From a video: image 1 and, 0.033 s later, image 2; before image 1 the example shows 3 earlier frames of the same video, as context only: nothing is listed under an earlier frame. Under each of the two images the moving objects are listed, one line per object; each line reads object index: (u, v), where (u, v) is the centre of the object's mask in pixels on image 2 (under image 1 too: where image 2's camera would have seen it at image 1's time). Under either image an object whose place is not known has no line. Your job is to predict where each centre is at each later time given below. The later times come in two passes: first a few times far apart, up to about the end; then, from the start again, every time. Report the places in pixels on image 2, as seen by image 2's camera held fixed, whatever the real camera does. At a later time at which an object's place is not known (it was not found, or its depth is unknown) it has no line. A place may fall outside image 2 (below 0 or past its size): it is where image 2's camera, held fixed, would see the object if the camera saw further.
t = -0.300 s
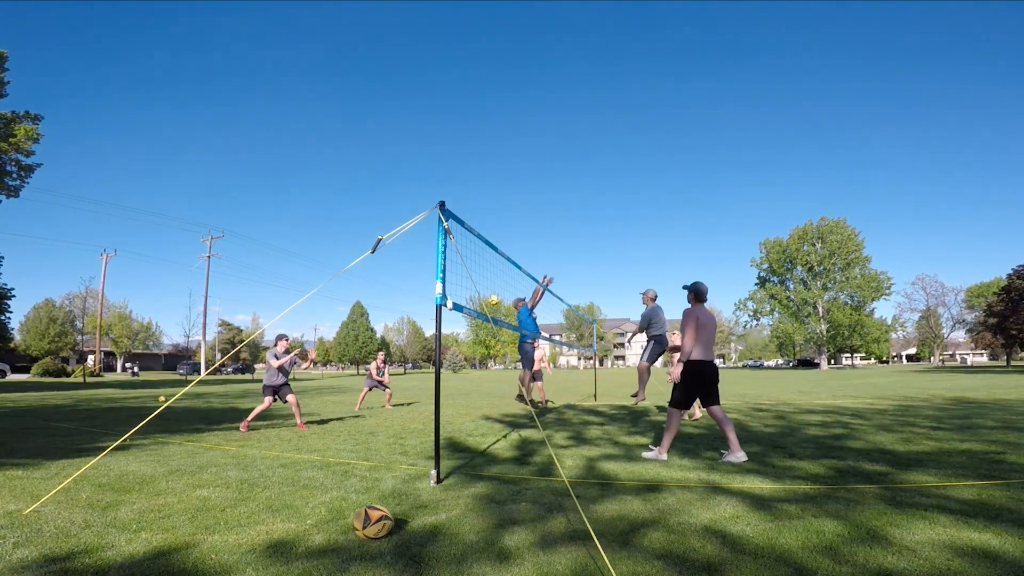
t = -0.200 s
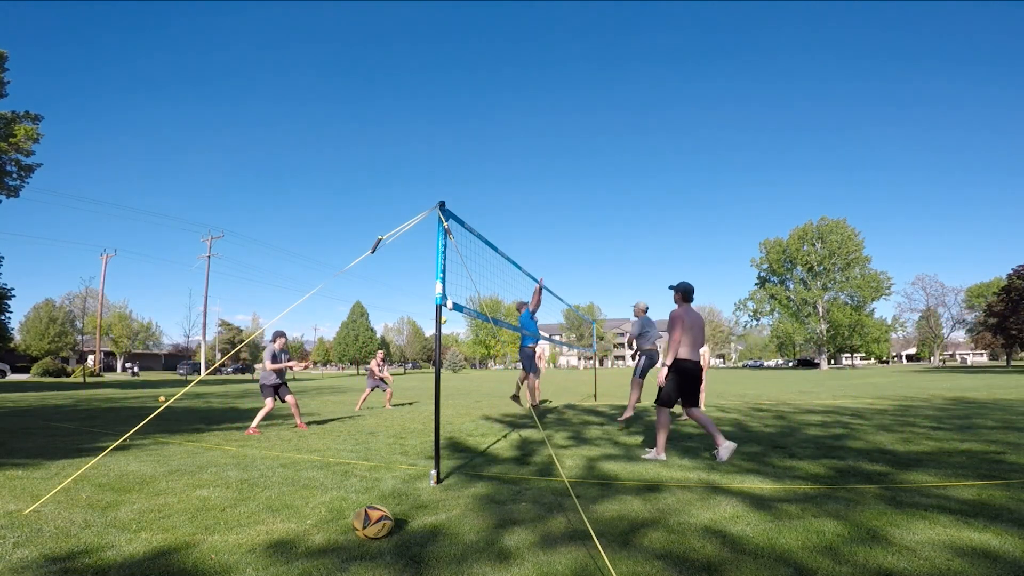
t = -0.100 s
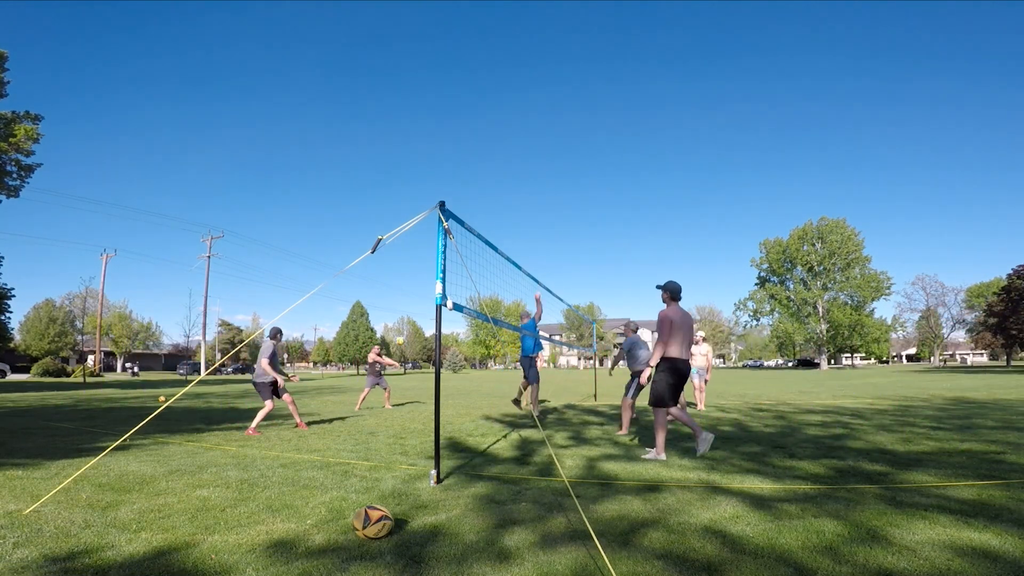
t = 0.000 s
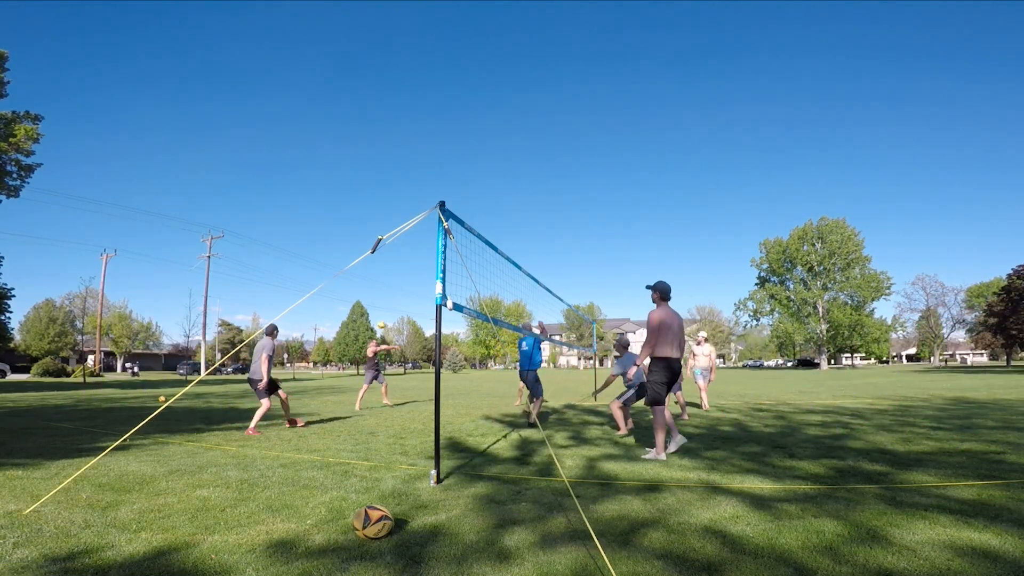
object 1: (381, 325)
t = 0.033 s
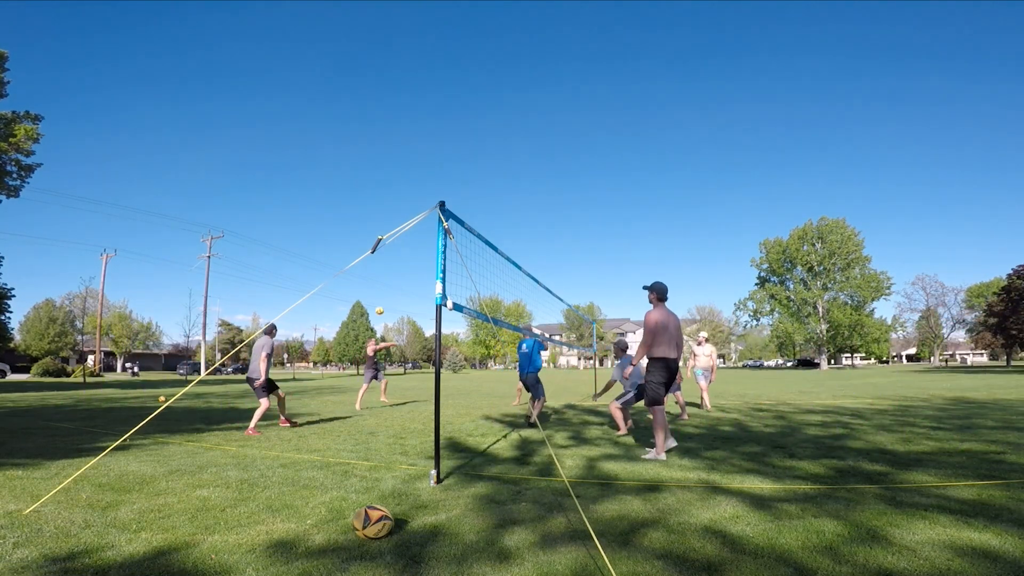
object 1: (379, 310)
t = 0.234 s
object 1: (369, 237)
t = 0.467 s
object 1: (359, 174)
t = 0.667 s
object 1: (350, 139)
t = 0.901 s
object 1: (339, 114)
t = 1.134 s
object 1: (326, 105)
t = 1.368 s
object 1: (311, 111)
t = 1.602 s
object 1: (293, 134)
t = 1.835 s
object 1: (274, 177)
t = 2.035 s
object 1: (258, 234)
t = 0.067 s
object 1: (378, 297)
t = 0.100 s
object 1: (376, 284)
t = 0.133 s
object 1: (374, 271)
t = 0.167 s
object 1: (372, 259)
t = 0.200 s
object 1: (369, 247)
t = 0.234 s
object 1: (369, 237)
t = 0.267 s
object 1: (367, 226)
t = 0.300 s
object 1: (366, 216)
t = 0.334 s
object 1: (364, 207)
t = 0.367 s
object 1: (363, 198)
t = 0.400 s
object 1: (361, 190)
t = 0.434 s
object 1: (360, 182)
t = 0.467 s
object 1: (359, 174)
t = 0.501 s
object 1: (357, 167)
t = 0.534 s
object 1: (356, 161)
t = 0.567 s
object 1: (354, 155)
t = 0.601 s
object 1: (353, 149)
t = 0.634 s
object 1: (352, 144)
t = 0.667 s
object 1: (350, 139)
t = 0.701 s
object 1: (348, 134)
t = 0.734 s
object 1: (347, 130)
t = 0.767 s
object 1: (346, 126)
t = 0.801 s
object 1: (344, 123)
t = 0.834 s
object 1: (342, 120)
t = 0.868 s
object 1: (341, 116)
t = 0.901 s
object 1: (339, 114)
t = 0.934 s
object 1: (337, 112)
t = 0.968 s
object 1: (336, 110)
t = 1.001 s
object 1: (334, 109)
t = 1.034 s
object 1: (332, 107)
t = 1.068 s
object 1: (330, 106)
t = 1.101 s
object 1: (328, 106)
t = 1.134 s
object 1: (326, 105)
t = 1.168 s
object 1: (324, 105)
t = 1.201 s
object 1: (322, 105)
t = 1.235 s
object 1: (320, 106)
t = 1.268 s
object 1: (318, 107)
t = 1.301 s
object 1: (316, 108)
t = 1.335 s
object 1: (314, 110)
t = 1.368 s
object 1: (311, 111)
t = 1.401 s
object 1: (309, 113)
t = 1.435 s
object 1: (307, 116)
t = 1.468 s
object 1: (304, 119)
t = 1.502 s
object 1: (301, 122)
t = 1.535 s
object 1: (299, 126)
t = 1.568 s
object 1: (296, 130)
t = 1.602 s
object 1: (293, 134)
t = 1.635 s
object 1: (291, 139)
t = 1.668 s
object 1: (288, 144)
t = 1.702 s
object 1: (285, 150)
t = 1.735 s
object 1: (282, 156)
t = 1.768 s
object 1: (280, 162)
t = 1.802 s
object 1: (277, 169)
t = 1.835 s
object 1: (274, 177)
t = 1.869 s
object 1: (271, 185)
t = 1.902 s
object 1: (269, 193)
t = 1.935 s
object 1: (266, 202)
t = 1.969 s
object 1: (263, 212)
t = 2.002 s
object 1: (260, 223)
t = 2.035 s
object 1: (258, 234)
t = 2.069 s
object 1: (256, 246)
